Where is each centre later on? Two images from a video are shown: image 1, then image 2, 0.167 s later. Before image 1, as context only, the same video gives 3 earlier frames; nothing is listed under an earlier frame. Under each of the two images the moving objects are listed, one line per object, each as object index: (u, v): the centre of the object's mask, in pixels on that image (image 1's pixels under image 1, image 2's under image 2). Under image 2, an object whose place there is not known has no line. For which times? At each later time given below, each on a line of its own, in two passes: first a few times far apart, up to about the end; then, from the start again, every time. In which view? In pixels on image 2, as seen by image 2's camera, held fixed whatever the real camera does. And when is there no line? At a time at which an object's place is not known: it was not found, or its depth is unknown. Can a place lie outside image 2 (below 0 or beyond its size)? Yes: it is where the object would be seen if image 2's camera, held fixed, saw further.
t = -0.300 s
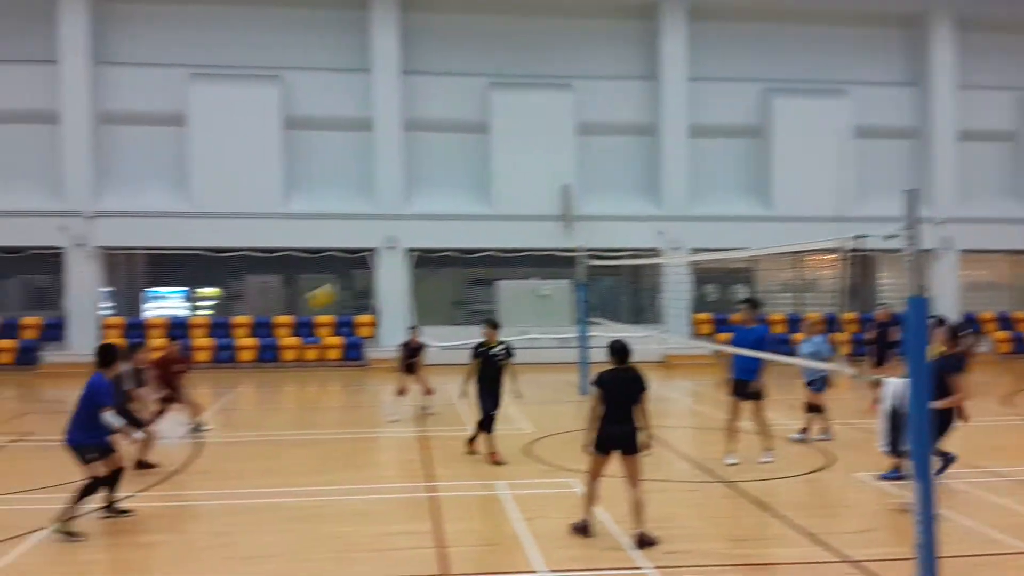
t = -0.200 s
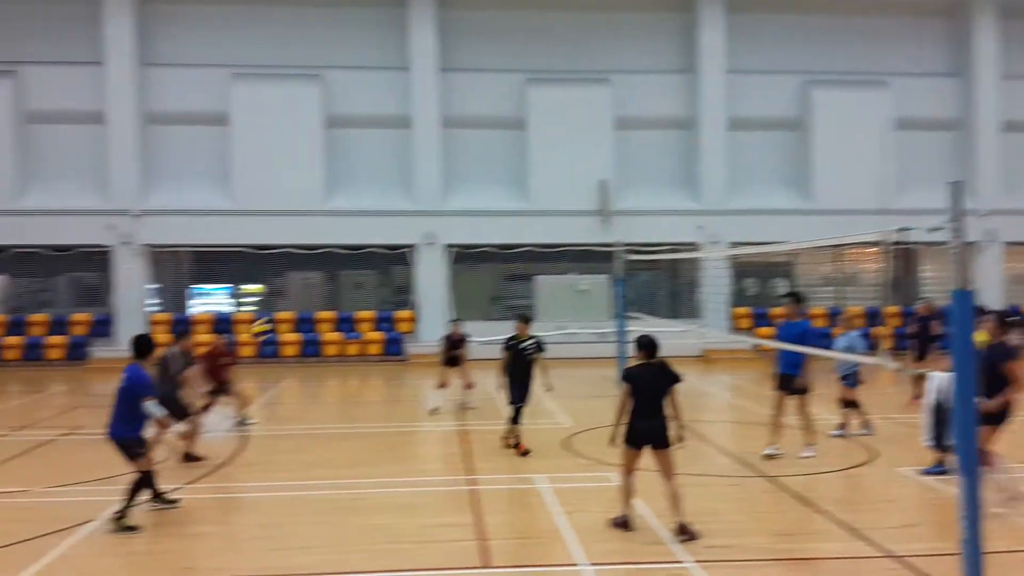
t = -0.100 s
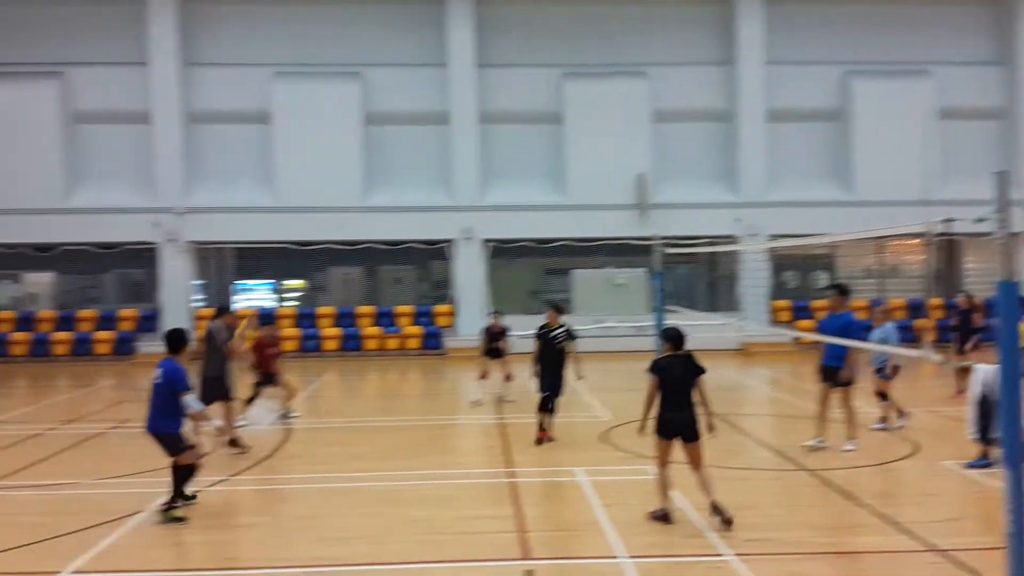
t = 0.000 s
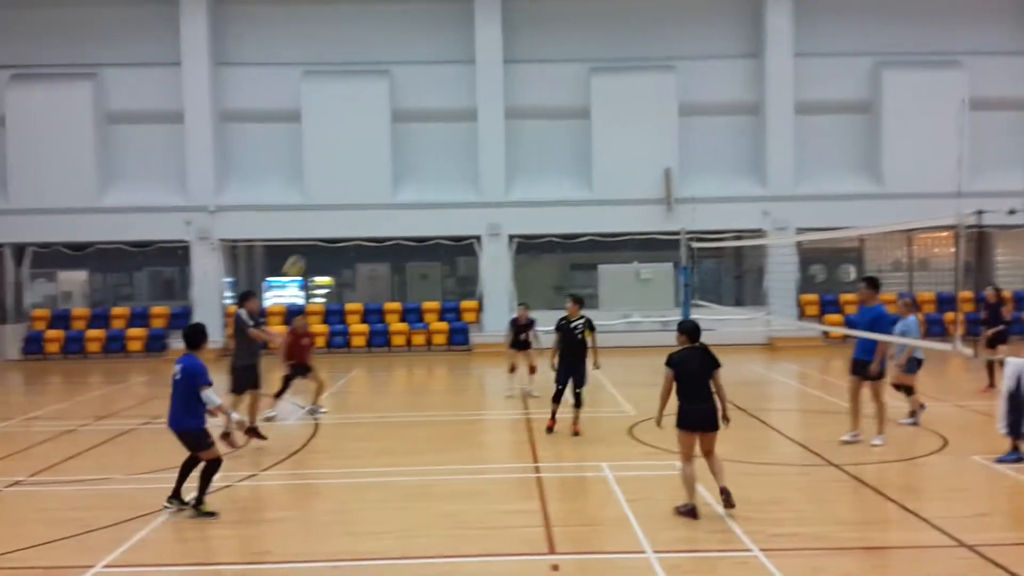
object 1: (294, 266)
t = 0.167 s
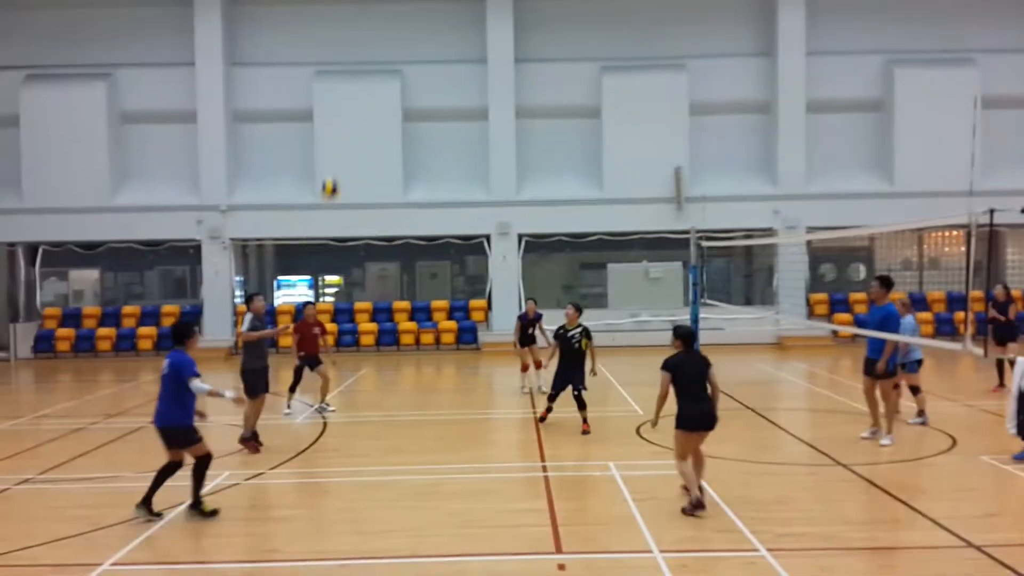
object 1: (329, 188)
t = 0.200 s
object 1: (336, 176)
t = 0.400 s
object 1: (373, 109)
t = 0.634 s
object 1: (421, 77)
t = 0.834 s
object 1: (474, 99)
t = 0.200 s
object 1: (336, 176)
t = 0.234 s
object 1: (342, 162)
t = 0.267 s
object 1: (348, 151)
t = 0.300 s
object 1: (354, 140)
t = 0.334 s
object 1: (360, 129)
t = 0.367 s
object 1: (366, 118)
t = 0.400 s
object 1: (373, 109)
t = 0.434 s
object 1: (379, 100)
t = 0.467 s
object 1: (386, 94)
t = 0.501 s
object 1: (392, 90)
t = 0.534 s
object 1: (400, 85)
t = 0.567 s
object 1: (406, 81)
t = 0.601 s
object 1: (413, 79)
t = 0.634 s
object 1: (421, 77)
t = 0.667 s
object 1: (436, 77)
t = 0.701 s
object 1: (443, 78)
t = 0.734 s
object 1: (450, 81)
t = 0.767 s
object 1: (458, 86)
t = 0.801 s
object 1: (466, 92)
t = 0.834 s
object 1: (474, 99)
